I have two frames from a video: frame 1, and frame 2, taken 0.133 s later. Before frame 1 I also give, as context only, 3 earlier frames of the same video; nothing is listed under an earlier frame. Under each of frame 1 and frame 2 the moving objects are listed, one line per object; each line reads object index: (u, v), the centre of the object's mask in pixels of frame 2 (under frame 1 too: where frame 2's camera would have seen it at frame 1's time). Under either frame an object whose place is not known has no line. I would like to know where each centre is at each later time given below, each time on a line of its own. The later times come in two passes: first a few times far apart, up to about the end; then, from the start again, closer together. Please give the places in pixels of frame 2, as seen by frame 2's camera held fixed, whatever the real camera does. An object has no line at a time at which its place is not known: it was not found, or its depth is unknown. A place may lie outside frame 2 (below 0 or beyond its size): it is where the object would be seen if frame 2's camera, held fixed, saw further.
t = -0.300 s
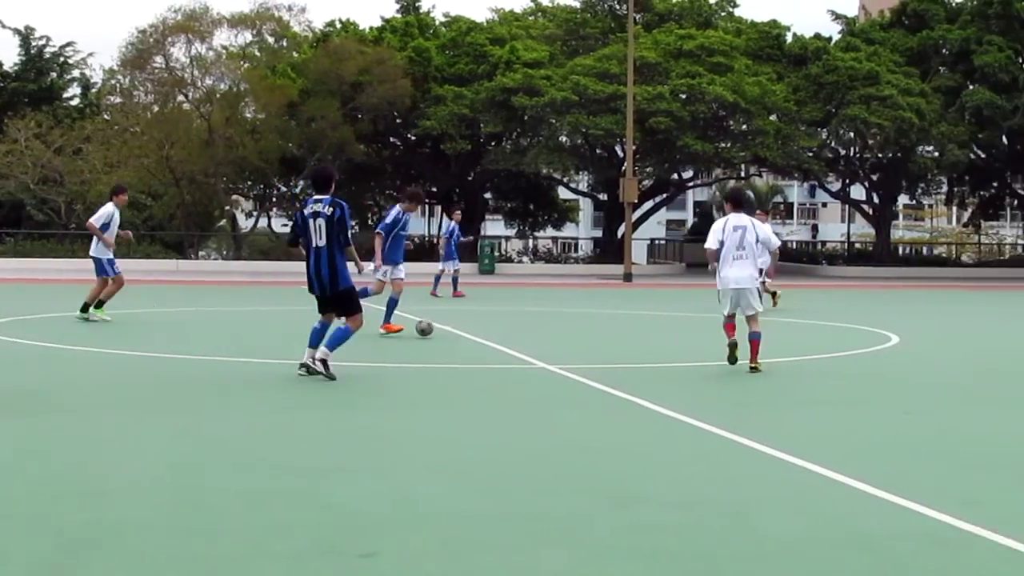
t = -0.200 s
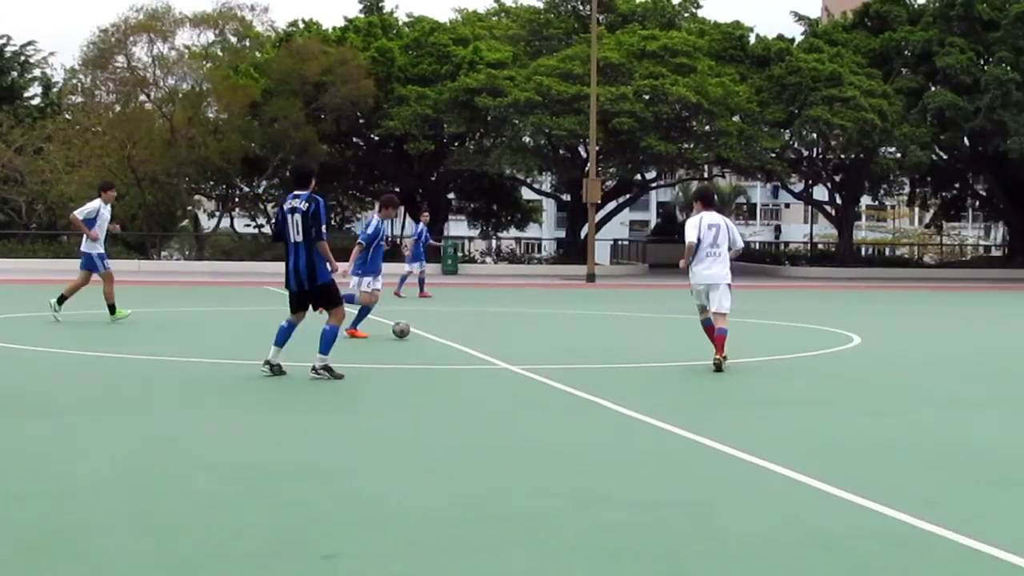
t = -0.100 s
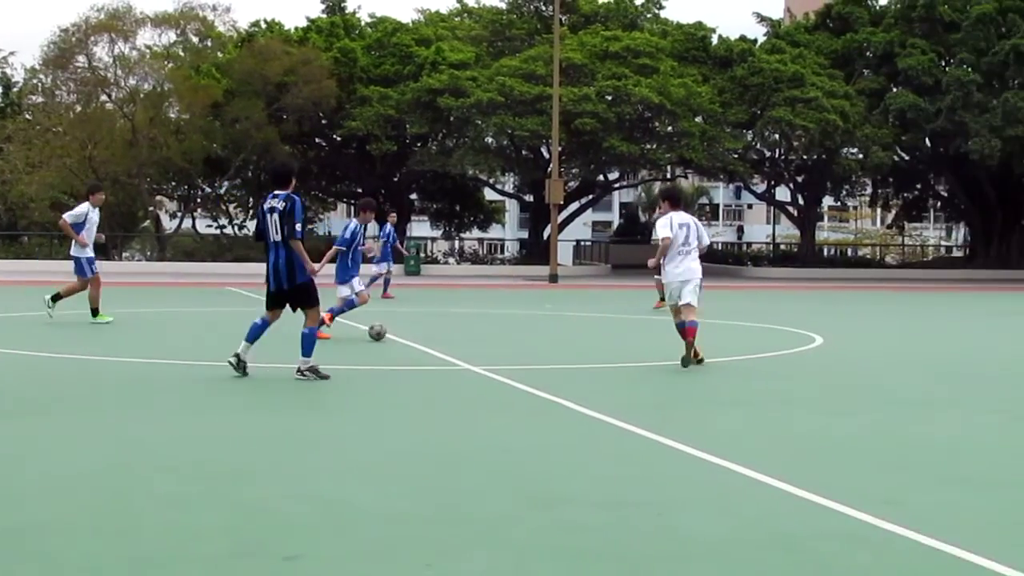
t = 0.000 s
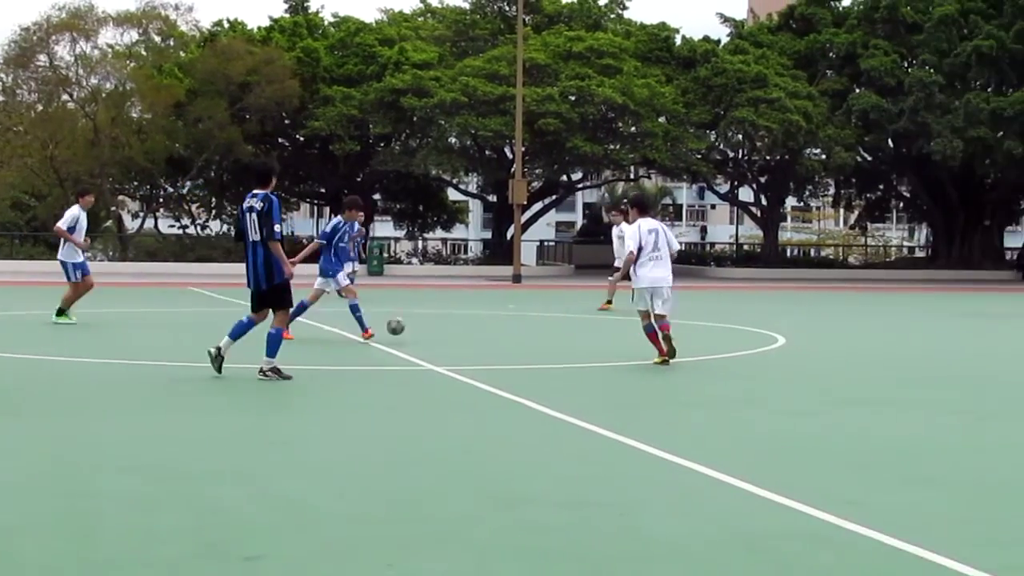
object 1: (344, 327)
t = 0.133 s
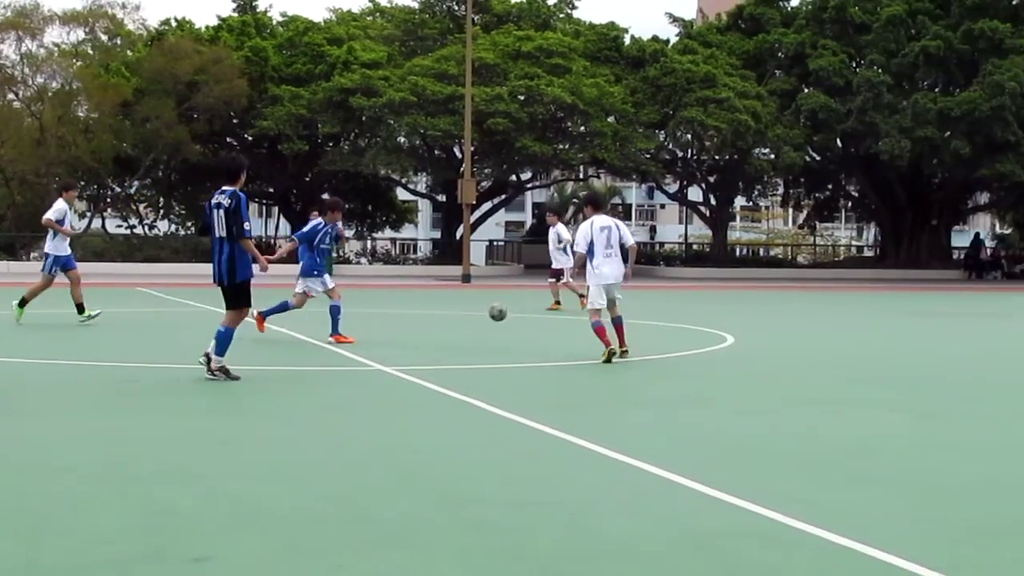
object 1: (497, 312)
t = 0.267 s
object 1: (649, 312)
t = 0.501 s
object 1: (915, 343)
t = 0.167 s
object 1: (536, 311)
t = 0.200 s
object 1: (573, 311)
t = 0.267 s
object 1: (649, 312)
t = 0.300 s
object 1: (687, 315)
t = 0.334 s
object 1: (725, 316)
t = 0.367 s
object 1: (763, 320)
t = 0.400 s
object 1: (801, 325)
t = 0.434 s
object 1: (839, 330)
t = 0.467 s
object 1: (877, 335)
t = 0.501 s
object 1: (915, 343)
